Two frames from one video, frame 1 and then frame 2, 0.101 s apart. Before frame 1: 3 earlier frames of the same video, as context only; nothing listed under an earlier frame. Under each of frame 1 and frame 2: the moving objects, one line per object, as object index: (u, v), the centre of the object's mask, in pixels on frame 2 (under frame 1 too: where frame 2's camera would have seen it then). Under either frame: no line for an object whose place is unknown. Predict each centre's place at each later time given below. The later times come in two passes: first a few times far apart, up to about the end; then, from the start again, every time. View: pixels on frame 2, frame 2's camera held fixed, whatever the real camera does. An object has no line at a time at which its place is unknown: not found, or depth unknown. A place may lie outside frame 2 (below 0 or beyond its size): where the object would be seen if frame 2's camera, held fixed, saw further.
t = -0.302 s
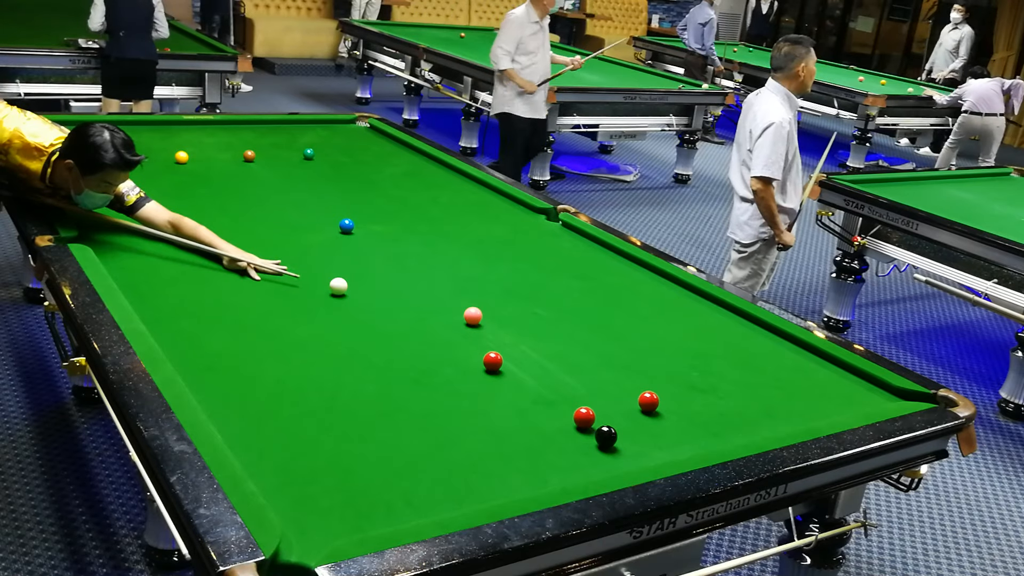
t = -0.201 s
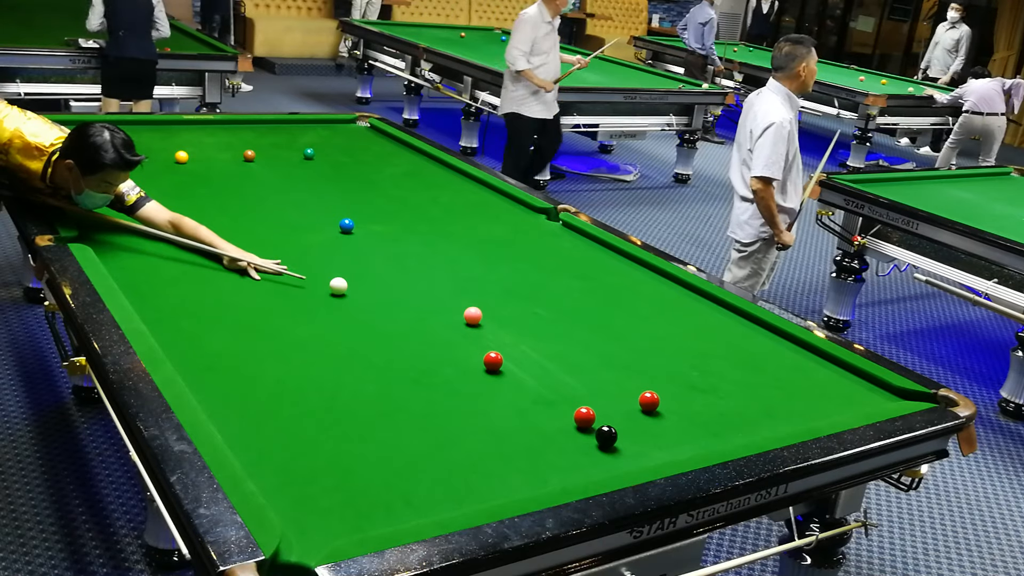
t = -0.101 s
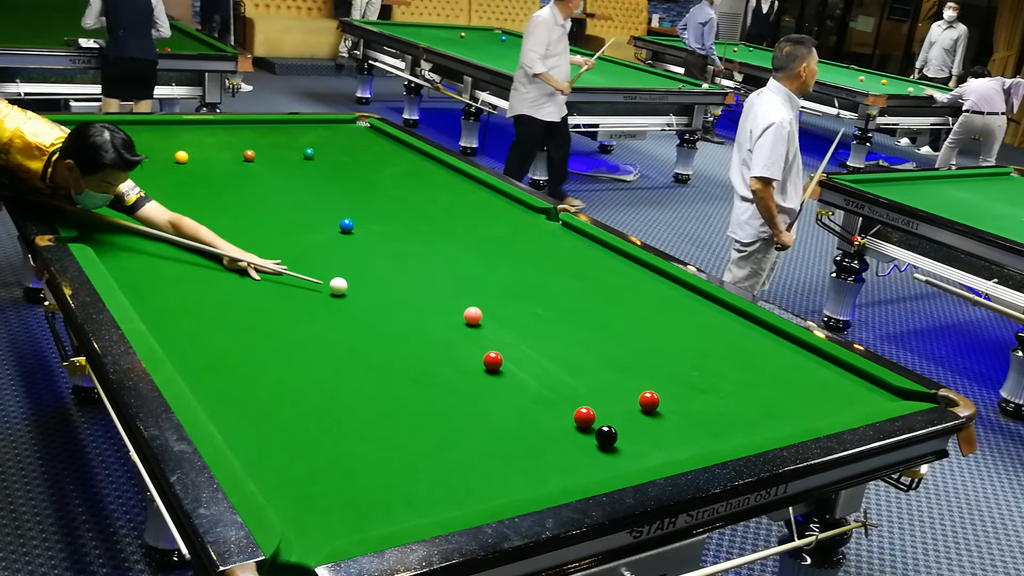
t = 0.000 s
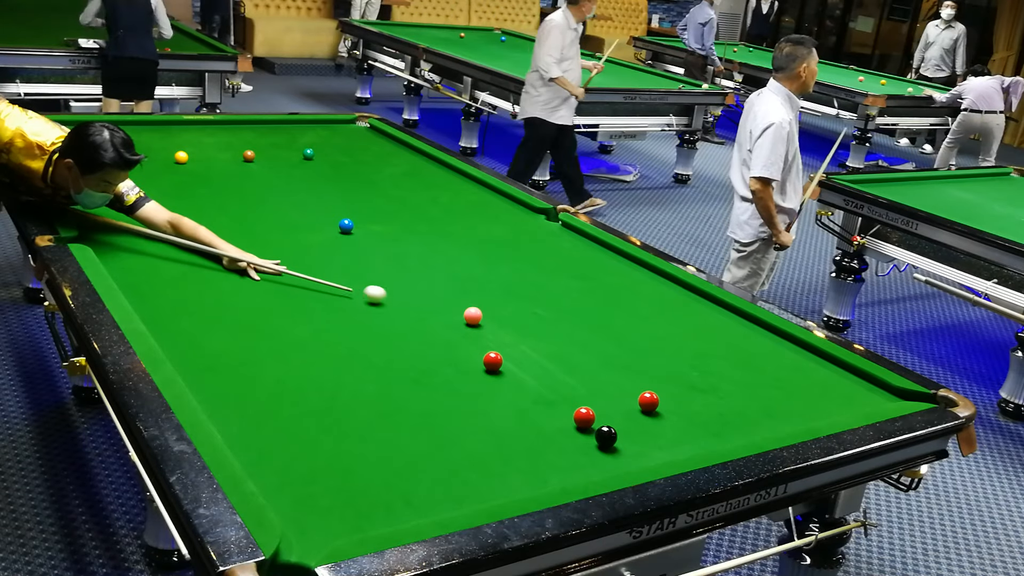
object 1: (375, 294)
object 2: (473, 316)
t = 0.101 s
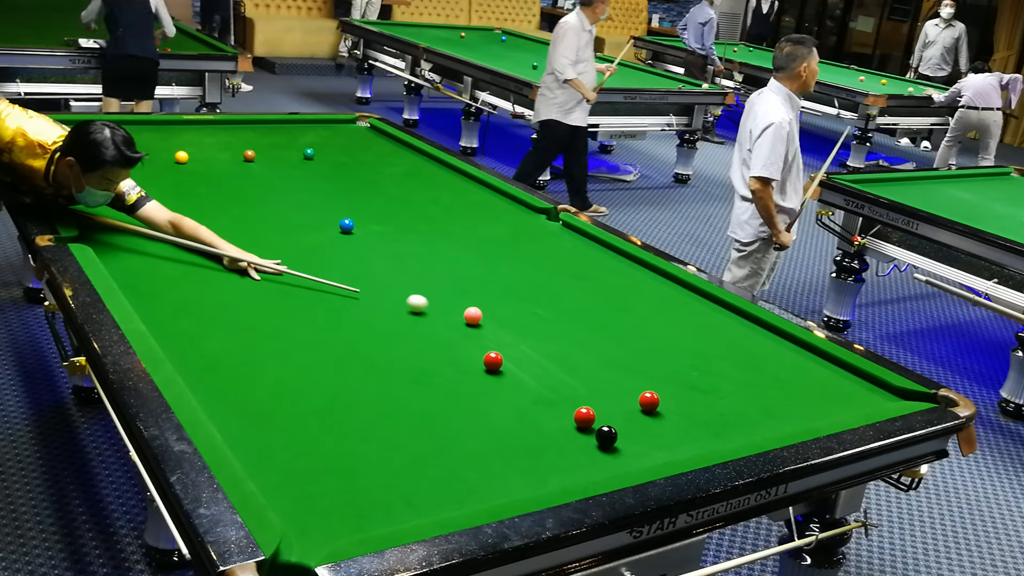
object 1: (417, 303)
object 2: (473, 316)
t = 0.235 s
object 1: (455, 313)
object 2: (480, 317)
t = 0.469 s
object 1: (465, 317)
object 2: (531, 326)
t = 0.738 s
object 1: (478, 323)
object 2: (585, 337)
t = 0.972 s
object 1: (487, 327)
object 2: (630, 345)
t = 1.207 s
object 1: (494, 330)
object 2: (674, 353)
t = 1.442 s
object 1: (500, 333)
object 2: (715, 360)
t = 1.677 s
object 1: (504, 334)
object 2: (754, 368)
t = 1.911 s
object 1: (507, 335)
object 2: (791, 374)
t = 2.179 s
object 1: (507, 335)
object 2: (830, 382)
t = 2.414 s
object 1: (506, 335)
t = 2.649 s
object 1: (506, 335)
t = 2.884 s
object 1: (506, 335)
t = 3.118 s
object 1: (506, 335)
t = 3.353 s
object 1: (506, 335)
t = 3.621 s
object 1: (506, 335)
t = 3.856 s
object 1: (507, 335)
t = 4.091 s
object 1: (506, 335)
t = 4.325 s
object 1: (506, 335)
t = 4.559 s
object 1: (506, 335)
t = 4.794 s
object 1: (506, 335)
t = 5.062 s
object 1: (506, 335)
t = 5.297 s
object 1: (506, 335)
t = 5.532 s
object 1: (506, 335)
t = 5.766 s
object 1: (506, 335)
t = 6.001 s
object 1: (506, 335)
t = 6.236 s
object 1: (506, 335)
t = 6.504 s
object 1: (506, 335)
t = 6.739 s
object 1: (506, 335)
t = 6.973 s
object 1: (506, 335)
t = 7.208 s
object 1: (506, 335)
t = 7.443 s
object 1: (506, 335)
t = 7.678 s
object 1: (506, 335)
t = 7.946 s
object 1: (506, 335)
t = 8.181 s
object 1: (506, 335)
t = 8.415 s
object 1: (507, 335)
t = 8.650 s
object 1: (506, 335)
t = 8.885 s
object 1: (506, 335)
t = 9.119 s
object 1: (507, 335)
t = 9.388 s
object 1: (506, 335)
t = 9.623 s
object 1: (506, 335)
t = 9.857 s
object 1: (506, 335)
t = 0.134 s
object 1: (429, 306)
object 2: (473, 316)
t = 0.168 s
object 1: (441, 308)
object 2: (473, 316)
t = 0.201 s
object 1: (453, 311)
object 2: (473, 316)
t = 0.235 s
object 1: (455, 313)
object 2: (480, 317)
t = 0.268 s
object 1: (455, 313)
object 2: (489, 318)
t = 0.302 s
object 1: (457, 314)
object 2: (497, 320)
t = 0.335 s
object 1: (459, 314)
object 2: (504, 321)
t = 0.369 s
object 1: (460, 315)
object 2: (511, 323)
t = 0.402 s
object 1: (462, 316)
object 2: (518, 324)
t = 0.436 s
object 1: (464, 316)
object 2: (525, 325)
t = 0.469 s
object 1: (465, 317)
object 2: (531, 326)
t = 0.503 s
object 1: (467, 318)
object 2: (538, 328)
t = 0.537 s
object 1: (469, 318)
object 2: (545, 329)
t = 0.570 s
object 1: (470, 319)
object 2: (552, 330)
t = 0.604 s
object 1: (472, 320)
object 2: (559, 332)
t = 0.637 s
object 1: (473, 321)
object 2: (565, 332)
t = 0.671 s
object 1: (475, 321)
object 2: (572, 334)
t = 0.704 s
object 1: (476, 322)
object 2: (578, 335)
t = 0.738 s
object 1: (478, 323)
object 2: (585, 337)
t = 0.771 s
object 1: (479, 323)
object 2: (591, 338)
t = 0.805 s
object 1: (480, 324)
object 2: (598, 339)
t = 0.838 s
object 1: (481, 325)
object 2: (604, 340)
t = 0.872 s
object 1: (483, 325)
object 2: (611, 341)
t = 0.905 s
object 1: (484, 326)
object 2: (617, 342)
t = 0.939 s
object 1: (486, 326)
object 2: (623, 344)
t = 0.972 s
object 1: (487, 327)
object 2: (630, 345)
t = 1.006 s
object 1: (488, 327)
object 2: (636, 346)
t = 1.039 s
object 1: (489, 327)
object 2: (643, 347)
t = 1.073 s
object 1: (490, 328)
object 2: (649, 348)
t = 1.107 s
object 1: (491, 328)
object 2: (655, 349)
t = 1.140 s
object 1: (492, 329)
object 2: (661, 351)
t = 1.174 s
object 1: (493, 329)
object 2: (667, 352)
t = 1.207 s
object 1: (494, 330)
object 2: (674, 353)
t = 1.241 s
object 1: (495, 330)
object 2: (679, 354)
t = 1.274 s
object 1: (496, 331)
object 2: (685, 355)
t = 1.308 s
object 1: (497, 331)
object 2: (691, 356)
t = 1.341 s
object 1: (498, 332)
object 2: (697, 357)
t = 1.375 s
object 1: (499, 332)
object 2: (703, 358)
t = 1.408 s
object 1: (499, 332)
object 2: (709, 359)
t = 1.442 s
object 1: (500, 333)
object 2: (715, 360)
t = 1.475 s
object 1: (501, 333)
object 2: (720, 362)
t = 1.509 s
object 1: (502, 333)
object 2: (726, 363)
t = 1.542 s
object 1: (502, 333)
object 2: (732, 364)
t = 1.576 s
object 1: (503, 334)
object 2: (737, 365)
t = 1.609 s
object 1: (503, 334)
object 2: (743, 366)
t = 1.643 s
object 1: (504, 334)
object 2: (749, 367)
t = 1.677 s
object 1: (504, 334)
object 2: (754, 368)
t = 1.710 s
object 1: (505, 334)
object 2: (760, 369)
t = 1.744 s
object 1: (505, 335)
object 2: (765, 370)
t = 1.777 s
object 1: (505, 335)
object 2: (770, 371)
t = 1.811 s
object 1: (506, 335)
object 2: (776, 372)
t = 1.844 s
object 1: (506, 335)
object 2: (781, 373)
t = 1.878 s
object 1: (506, 335)
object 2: (786, 374)
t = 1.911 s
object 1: (507, 335)
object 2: (791, 374)
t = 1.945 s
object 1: (507, 335)
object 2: (796, 375)
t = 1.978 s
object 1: (507, 335)
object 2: (801, 376)
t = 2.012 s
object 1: (507, 335)
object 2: (806, 377)
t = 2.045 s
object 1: (507, 335)
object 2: (811, 378)
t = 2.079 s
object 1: (507, 335)
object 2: (816, 379)
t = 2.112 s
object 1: (507, 335)
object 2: (820, 380)
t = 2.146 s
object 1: (507, 335)
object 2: (826, 381)
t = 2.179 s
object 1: (507, 335)
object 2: (830, 382)
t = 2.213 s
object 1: (507, 335)
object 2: (835, 382)
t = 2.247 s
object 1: (507, 335)
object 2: (839, 383)
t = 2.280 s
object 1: (507, 335)
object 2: (844, 384)
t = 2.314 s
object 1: (506, 335)
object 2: (849, 385)
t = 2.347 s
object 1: (506, 335)
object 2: (853, 386)
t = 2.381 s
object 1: (506, 335)
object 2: (857, 387)
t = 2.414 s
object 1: (506, 335)
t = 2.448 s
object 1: (506, 335)
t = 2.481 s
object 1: (506, 335)
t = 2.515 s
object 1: (506, 335)
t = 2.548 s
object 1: (506, 335)
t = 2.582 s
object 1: (506, 335)
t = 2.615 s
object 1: (506, 335)
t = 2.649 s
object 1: (506, 335)
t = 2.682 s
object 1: (506, 335)
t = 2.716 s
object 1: (506, 335)
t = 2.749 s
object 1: (506, 335)
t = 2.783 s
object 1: (506, 335)
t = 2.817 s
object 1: (506, 335)
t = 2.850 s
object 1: (506, 335)
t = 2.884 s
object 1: (506, 335)
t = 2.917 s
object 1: (506, 335)
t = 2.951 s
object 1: (506, 335)
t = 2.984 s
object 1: (506, 335)
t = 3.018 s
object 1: (506, 335)
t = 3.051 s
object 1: (506, 335)
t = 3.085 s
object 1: (506, 335)
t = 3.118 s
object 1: (506, 335)
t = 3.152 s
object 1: (506, 335)
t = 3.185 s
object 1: (506, 335)
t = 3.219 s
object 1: (507, 335)
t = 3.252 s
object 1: (506, 335)
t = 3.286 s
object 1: (506, 335)
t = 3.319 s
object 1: (506, 335)
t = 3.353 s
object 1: (506, 335)
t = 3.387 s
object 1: (506, 335)
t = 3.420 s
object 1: (506, 335)
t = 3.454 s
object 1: (506, 335)
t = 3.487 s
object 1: (506, 335)
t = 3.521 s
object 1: (506, 335)
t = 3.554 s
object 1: (506, 335)
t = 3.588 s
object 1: (506, 335)
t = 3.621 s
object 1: (506, 335)
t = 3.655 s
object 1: (506, 335)
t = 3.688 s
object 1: (506, 335)
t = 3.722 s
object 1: (506, 335)
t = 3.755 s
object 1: (506, 335)
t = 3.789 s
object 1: (506, 335)
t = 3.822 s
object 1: (506, 335)
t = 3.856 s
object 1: (507, 335)
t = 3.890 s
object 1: (506, 335)
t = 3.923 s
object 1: (506, 335)
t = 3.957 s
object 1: (506, 335)
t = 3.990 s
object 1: (506, 335)
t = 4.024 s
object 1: (506, 335)
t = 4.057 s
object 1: (506, 335)
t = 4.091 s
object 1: (506, 335)
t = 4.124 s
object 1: (506, 335)
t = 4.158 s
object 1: (506, 335)
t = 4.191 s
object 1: (506, 335)
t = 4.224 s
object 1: (506, 335)
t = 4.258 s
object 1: (506, 335)
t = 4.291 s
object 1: (506, 335)
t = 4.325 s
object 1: (506, 335)
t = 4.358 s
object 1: (506, 335)
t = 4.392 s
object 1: (506, 335)
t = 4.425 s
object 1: (506, 335)
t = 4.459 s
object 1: (506, 335)
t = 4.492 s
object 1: (506, 335)
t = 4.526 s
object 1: (506, 335)
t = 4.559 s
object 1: (506, 335)
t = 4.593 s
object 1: (506, 335)
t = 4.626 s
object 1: (506, 335)
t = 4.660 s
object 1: (506, 335)
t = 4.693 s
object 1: (506, 335)
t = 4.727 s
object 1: (506, 335)
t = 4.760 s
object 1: (506, 335)
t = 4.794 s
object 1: (506, 335)
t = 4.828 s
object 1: (506, 335)
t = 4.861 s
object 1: (506, 335)
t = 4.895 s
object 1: (506, 335)
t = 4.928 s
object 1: (506, 335)
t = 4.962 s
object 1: (506, 335)
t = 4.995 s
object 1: (506, 335)
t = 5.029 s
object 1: (506, 335)
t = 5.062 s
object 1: (506, 335)
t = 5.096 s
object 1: (506, 335)
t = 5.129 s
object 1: (506, 335)
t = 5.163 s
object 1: (506, 335)
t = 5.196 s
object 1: (506, 335)
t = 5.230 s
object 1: (506, 335)
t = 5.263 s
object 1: (506, 335)
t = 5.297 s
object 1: (506, 335)
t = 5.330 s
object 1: (506, 335)
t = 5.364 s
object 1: (506, 335)
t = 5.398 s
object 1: (506, 335)
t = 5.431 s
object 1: (506, 335)
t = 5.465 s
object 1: (506, 335)
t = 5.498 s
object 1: (506, 335)
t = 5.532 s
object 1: (506, 335)
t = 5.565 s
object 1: (506, 335)
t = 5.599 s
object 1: (506, 335)
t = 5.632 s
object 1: (506, 335)
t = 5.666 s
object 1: (506, 335)
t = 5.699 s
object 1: (506, 335)
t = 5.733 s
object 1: (506, 335)
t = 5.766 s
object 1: (506, 335)
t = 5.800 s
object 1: (506, 335)
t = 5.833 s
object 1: (507, 335)
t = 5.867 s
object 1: (506, 335)
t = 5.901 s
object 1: (506, 335)
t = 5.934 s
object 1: (506, 335)
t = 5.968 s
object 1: (506, 335)
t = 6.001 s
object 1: (506, 335)
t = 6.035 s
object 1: (506, 335)
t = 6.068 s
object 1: (506, 335)
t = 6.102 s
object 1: (506, 335)
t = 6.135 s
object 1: (507, 335)
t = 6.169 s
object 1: (507, 335)
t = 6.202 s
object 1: (506, 335)
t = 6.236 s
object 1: (506, 335)
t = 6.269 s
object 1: (506, 335)
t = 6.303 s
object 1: (506, 335)
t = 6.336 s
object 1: (506, 335)
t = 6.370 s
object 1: (506, 335)
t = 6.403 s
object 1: (506, 335)
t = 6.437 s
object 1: (506, 335)
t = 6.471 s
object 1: (506, 335)
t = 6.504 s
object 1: (506, 335)
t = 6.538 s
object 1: (506, 335)
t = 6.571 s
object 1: (506, 335)
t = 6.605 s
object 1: (506, 335)
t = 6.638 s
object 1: (506, 335)
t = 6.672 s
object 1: (506, 335)
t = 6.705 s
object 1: (506, 335)
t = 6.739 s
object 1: (506, 335)
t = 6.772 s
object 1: (506, 335)
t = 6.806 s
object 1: (506, 335)
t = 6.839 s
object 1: (506, 335)
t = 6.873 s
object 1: (506, 335)
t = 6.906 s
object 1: (506, 335)
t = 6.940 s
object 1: (506, 335)
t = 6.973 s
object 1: (506, 335)
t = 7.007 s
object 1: (506, 335)
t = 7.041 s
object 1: (506, 335)
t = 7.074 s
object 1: (506, 335)
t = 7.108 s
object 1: (506, 335)
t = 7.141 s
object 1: (506, 335)
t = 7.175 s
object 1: (506, 335)
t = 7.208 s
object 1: (506, 335)
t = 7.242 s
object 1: (506, 335)
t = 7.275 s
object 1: (506, 335)
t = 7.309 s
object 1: (506, 335)
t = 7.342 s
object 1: (506, 335)
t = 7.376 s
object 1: (506, 335)
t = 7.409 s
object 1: (506, 335)
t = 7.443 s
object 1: (506, 335)
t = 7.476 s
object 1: (507, 335)
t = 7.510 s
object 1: (506, 335)
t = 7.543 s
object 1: (506, 335)
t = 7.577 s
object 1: (506, 335)
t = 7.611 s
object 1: (506, 335)
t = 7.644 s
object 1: (506, 335)
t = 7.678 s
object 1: (506, 335)
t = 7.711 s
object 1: (506, 335)
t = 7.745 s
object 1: (506, 335)
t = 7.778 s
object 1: (506, 335)
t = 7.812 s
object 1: (506, 335)
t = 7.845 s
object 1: (506, 335)
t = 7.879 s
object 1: (506, 335)
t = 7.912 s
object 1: (506, 335)
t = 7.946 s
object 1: (506, 335)
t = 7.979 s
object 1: (506, 335)
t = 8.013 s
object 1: (506, 335)
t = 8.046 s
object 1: (506, 335)
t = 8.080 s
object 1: (506, 335)
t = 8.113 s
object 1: (506, 335)
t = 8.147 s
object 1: (506, 335)
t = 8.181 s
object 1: (506, 335)
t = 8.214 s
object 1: (506, 335)
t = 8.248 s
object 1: (506, 335)
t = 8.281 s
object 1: (506, 335)
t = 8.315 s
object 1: (506, 335)
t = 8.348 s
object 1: (506, 335)
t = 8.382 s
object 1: (506, 335)
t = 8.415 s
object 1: (507, 335)
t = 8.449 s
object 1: (506, 335)
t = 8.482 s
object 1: (506, 335)
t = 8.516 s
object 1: (506, 335)
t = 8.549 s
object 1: (506, 335)
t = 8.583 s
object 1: (506, 335)
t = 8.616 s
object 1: (506, 335)
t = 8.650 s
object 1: (506, 335)
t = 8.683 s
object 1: (506, 335)
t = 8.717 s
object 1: (506, 335)
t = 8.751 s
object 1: (507, 335)
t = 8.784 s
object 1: (507, 335)
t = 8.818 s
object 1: (507, 335)
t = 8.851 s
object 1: (506, 335)
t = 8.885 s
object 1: (506, 335)
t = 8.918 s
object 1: (506, 335)
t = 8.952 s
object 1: (506, 335)
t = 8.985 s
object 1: (507, 335)
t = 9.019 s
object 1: (507, 335)
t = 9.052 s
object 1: (506, 335)
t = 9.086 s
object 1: (507, 335)
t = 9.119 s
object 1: (507, 335)
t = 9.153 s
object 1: (506, 335)
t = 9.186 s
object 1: (506, 335)
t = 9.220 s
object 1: (506, 335)
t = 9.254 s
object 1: (506, 335)
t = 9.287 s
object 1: (506, 335)
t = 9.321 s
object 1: (506, 335)
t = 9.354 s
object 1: (506, 335)
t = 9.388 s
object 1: (506, 335)
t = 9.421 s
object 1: (506, 335)
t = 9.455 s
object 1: (506, 335)
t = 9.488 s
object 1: (506, 335)
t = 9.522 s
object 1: (506, 335)
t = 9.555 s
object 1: (506, 335)
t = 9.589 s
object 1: (506, 335)
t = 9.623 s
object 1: (506, 335)
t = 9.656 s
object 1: (506, 335)
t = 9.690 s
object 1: (506, 335)
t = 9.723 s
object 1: (506, 335)
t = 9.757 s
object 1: (506, 335)
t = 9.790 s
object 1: (506, 335)
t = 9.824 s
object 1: (506, 335)
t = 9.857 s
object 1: (506, 335)
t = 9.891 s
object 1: (506, 335)
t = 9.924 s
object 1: (506, 335)
